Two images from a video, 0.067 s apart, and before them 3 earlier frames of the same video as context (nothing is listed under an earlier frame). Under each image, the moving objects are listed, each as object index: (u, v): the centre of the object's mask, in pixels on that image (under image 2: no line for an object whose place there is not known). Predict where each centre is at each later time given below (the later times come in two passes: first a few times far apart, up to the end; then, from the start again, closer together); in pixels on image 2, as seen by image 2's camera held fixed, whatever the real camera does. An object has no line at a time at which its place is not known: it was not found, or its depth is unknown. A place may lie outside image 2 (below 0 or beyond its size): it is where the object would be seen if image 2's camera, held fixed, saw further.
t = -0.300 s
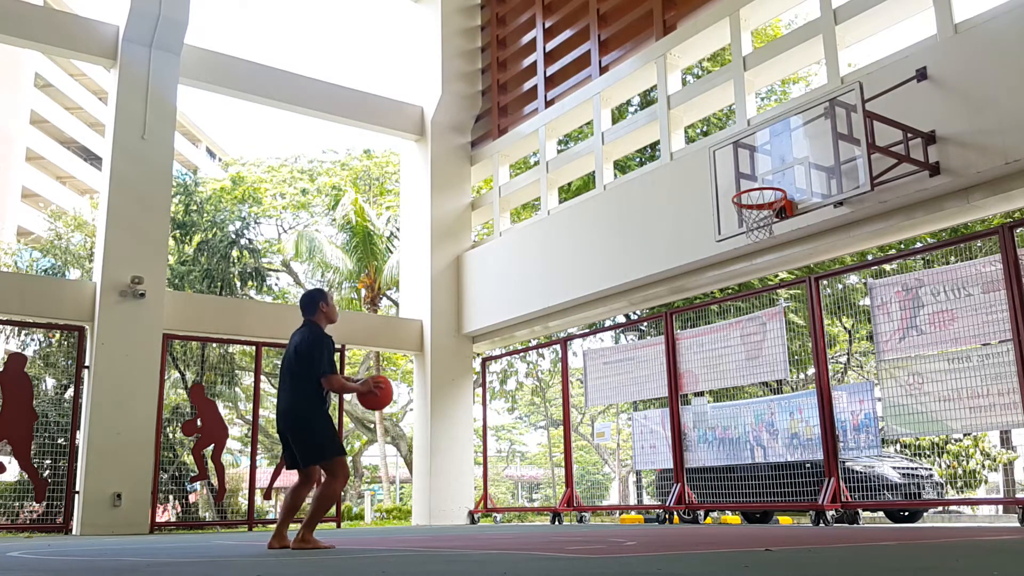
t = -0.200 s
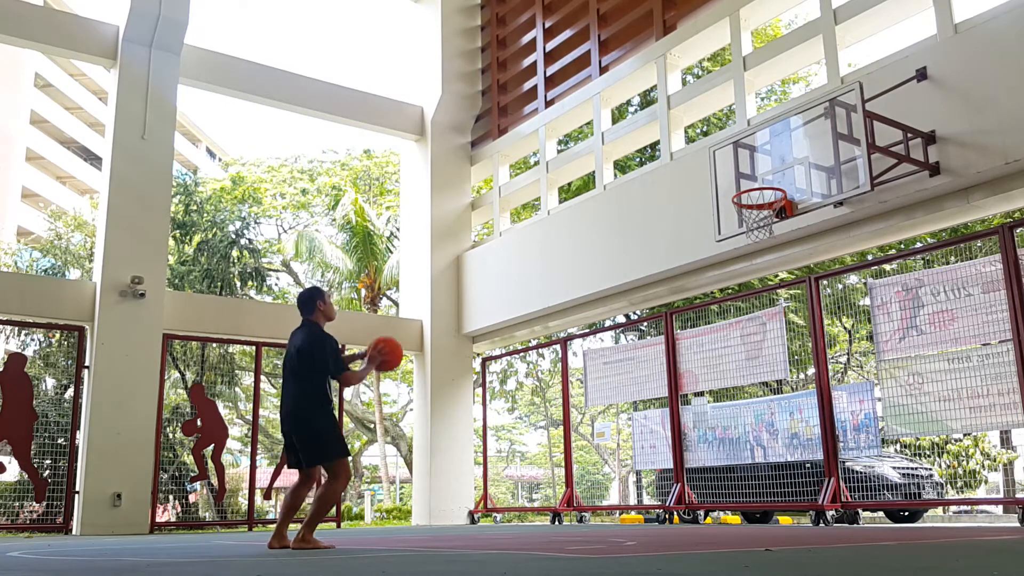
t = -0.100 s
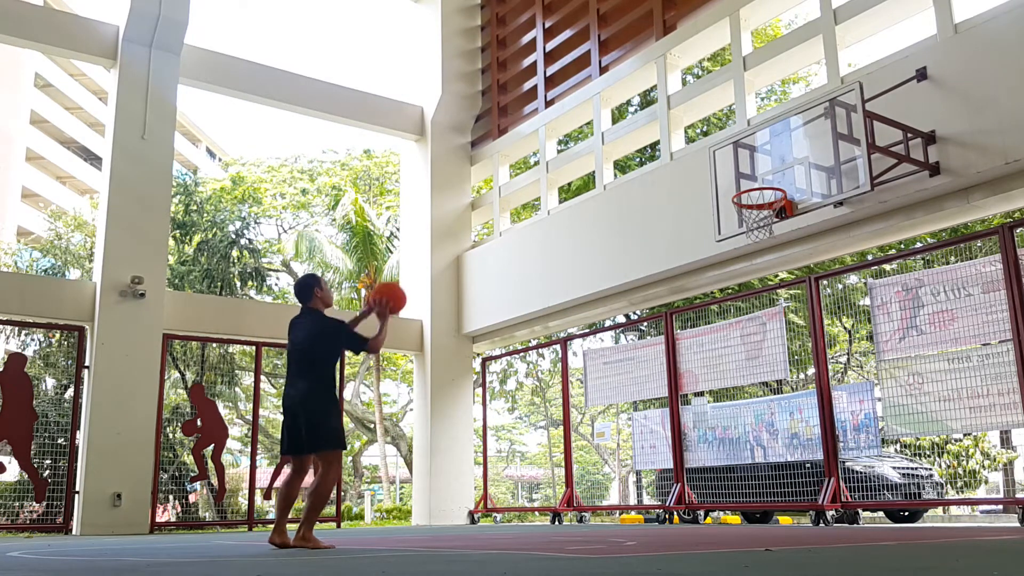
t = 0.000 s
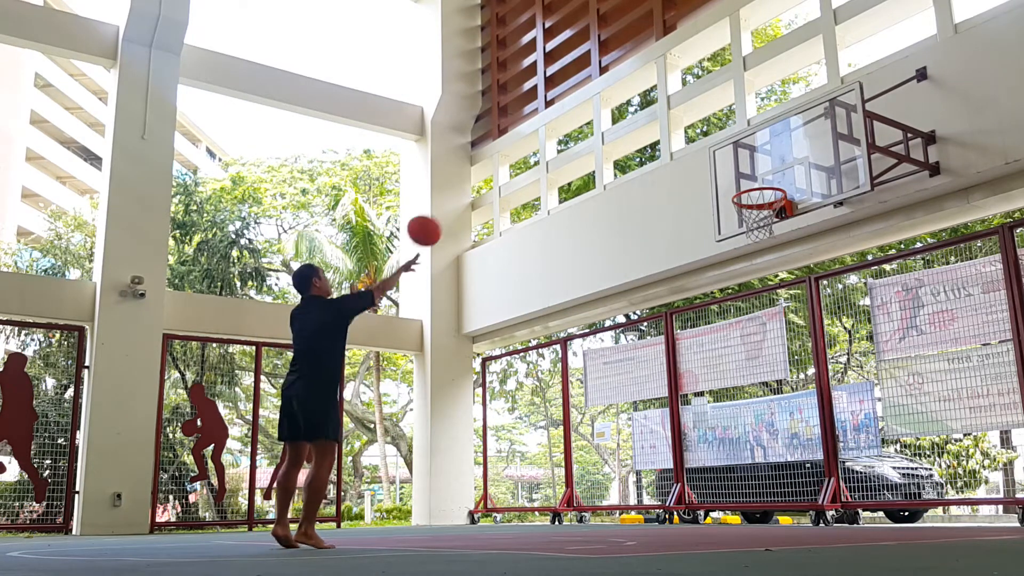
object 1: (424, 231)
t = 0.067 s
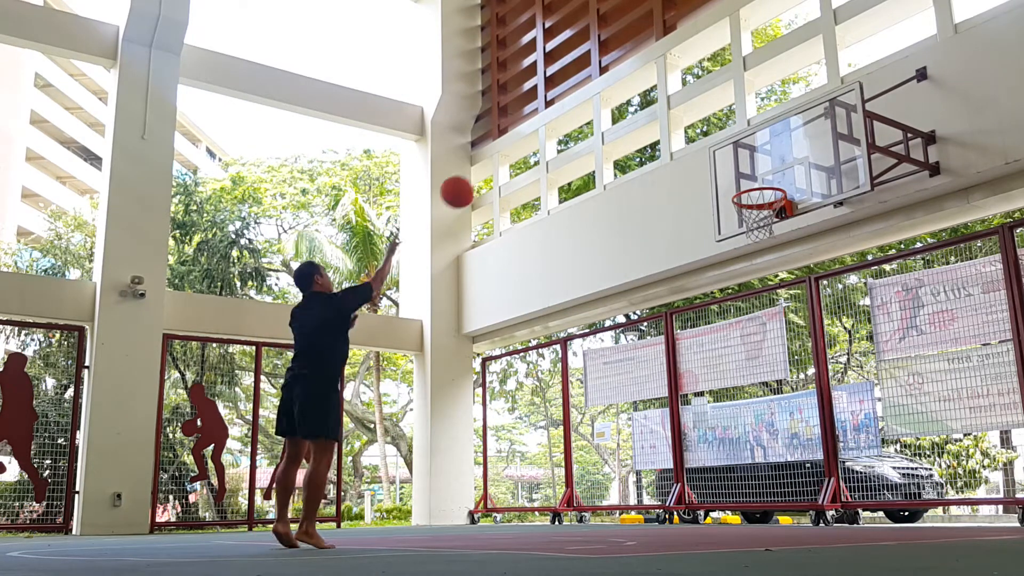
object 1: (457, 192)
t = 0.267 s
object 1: (545, 121)
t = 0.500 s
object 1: (632, 104)
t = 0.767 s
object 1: (719, 152)
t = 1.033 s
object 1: (765, 207)
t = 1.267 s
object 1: (760, 218)
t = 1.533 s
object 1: (764, 303)
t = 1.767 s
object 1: (773, 439)
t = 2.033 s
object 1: (774, 425)
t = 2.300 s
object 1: (771, 332)
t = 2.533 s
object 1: (774, 310)
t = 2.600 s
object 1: (775, 313)
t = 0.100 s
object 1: (473, 176)
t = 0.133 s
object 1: (488, 161)
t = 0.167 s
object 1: (503, 149)
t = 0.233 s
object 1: (531, 129)
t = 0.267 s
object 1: (545, 121)
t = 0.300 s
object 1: (558, 115)
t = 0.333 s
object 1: (571, 109)
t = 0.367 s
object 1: (584, 106)
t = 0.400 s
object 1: (596, 103)
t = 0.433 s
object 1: (608, 102)
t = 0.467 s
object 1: (620, 102)
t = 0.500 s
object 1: (632, 104)
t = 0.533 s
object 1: (643, 106)
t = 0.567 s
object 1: (654, 110)
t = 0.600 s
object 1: (665, 114)
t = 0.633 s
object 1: (676, 120)
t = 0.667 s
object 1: (687, 127)
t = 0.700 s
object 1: (698, 134)
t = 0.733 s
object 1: (708, 143)
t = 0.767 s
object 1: (719, 152)
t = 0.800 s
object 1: (729, 162)
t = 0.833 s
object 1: (739, 174)
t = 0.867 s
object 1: (749, 185)
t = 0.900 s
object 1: (759, 200)
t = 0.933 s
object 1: (763, 205)
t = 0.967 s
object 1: (765, 211)
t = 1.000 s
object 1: (766, 211)
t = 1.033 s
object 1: (765, 207)
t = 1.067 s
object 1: (763, 203)
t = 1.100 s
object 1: (761, 200)
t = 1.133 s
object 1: (760, 201)
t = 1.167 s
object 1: (760, 204)
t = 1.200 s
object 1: (760, 207)
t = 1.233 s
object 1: (760, 212)
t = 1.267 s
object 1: (760, 218)
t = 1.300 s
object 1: (761, 225)
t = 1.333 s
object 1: (761, 233)
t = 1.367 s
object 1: (761, 242)
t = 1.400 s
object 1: (761, 252)
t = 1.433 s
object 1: (762, 263)
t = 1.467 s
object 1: (762, 276)
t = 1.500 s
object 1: (763, 290)
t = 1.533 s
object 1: (764, 303)
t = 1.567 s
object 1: (765, 320)
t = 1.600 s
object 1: (766, 337)
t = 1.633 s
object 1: (767, 355)
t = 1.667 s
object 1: (768, 374)
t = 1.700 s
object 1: (770, 395)
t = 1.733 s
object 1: (771, 417)
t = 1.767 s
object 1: (773, 439)
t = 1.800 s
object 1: (775, 465)
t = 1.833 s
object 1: (777, 490)
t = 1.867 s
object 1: (779, 518)
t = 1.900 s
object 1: (778, 501)
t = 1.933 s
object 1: (777, 480)
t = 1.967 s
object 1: (776, 461)
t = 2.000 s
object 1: (775, 442)
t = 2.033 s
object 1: (774, 425)
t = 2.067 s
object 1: (773, 409)
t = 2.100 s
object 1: (773, 395)
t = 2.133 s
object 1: (772, 382)
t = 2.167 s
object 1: (772, 369)
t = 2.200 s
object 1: (772, 358)
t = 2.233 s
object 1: (771, 348)
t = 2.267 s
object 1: (772, 340)
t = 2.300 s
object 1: (771, 332)
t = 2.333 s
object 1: (771, 326)
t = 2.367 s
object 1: (772, 321)
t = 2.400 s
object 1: (772, 317)
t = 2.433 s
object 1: (772, 313)
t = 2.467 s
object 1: (773, 311)
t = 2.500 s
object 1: (773, 310)
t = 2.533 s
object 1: (774, 310)
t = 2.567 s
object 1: (774, 311)
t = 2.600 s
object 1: (775, 313)
